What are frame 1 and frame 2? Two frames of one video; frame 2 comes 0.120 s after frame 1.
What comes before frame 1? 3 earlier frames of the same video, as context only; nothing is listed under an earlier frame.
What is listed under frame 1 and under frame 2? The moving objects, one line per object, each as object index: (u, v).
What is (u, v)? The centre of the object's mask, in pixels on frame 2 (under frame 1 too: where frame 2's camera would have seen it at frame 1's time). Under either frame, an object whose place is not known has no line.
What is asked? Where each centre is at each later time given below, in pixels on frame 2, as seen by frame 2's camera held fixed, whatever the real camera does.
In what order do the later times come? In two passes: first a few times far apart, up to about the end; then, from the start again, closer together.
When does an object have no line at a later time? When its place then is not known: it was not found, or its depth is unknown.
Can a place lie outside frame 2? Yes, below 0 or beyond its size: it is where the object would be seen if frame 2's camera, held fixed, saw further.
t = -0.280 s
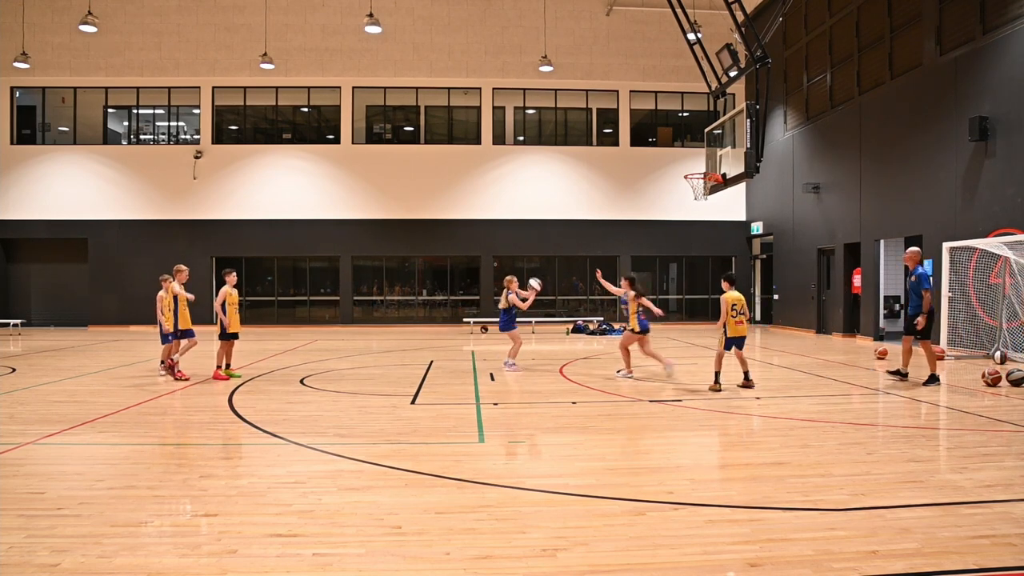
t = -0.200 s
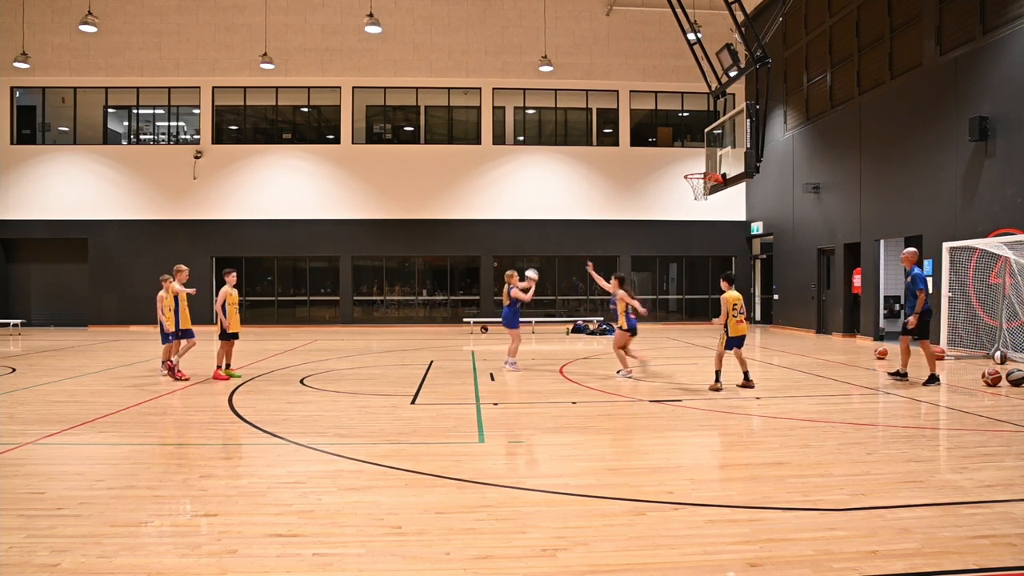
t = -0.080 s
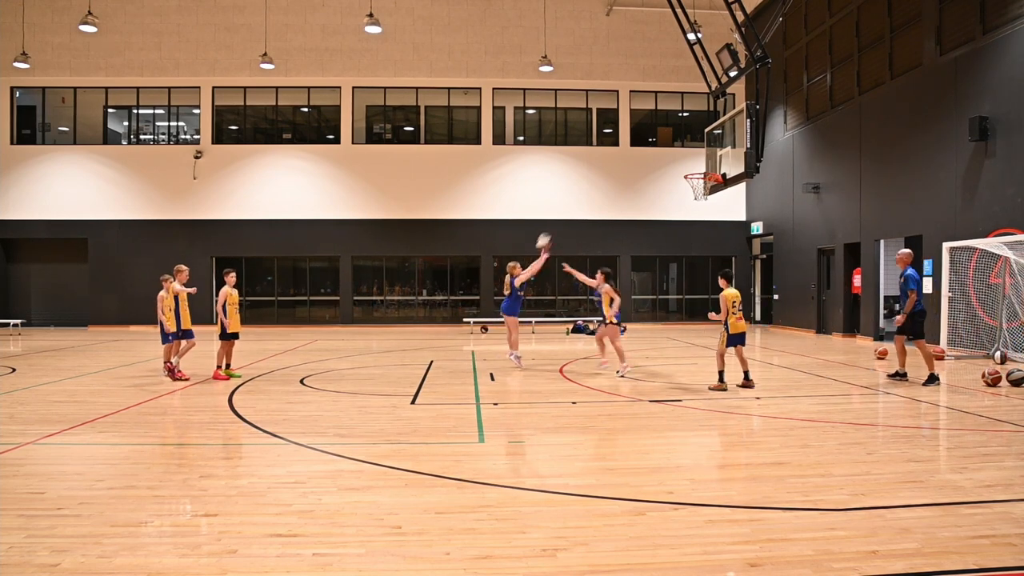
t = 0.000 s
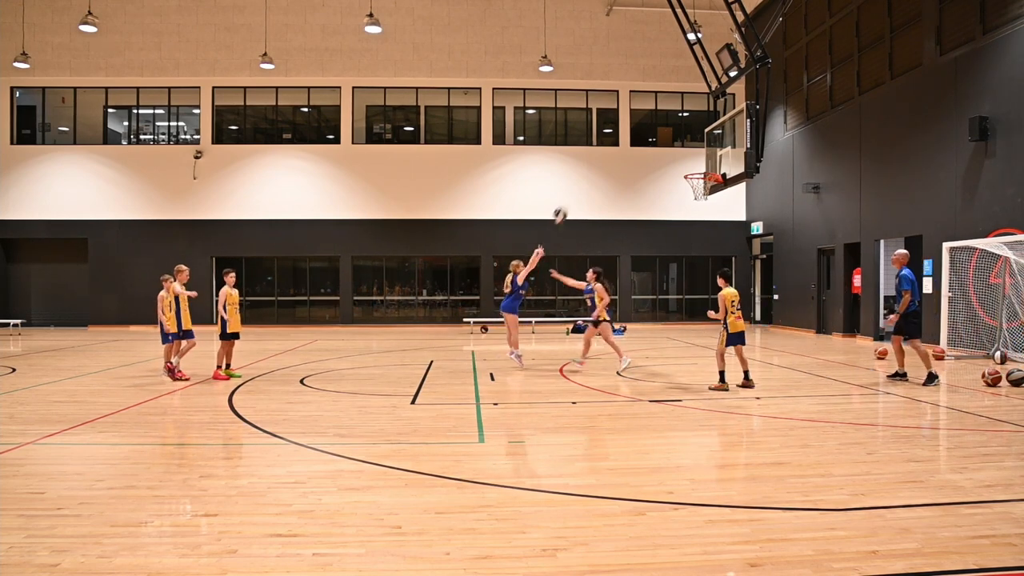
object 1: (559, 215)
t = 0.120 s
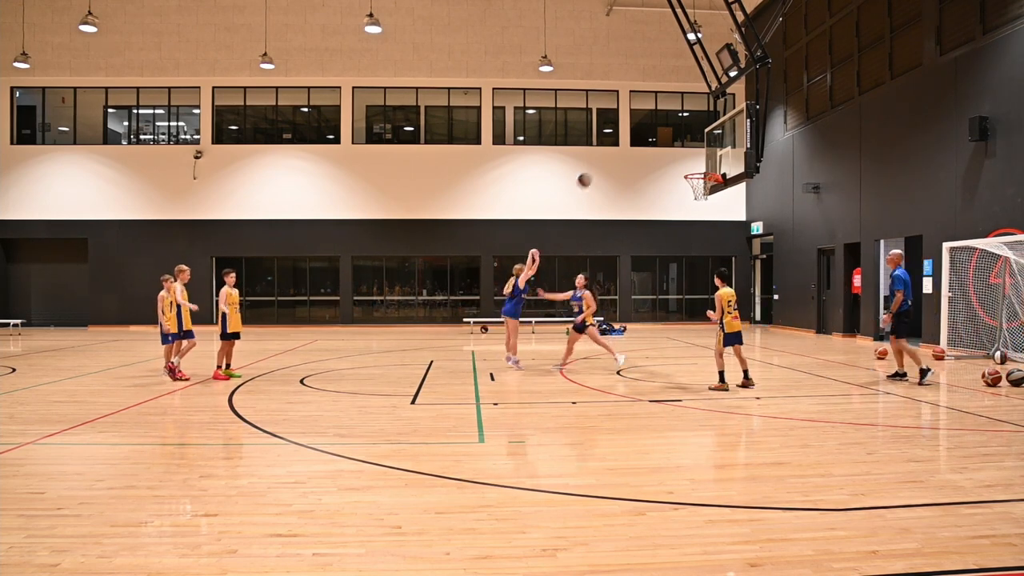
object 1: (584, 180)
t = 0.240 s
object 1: (608, 155)
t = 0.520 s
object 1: (666, 131)
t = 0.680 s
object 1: (699, 137)
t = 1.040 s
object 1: (686, 167)
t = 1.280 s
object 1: (674, 180)
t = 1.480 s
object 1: (664, 215)
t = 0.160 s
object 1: (592, 171)
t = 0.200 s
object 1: (600, 163)
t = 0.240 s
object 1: (608, 155)
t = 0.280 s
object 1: (617, 149)
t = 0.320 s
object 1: (623, 143)
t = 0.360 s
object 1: (633, 139)
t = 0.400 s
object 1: (640, 135)
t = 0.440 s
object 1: (649, 133)
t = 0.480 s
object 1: (657, 132)
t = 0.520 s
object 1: (666, 131)
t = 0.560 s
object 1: (674, 131)
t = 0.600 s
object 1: (683, 132)
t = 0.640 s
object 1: (690, 134)
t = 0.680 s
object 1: (699, 137)
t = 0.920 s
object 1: (698, 168)
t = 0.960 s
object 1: (692, 169)
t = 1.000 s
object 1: (688, 168)
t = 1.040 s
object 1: (686, 167)
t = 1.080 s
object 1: (684, 167)
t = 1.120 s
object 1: (682, 168)
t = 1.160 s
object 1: (680, 169)
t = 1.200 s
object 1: (677, 173)
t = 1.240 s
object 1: (676, 176)
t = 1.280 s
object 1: (674, 180)
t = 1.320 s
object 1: (671, 185)
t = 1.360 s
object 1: (670, 190)
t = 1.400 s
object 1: (667, 198)
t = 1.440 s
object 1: (666, 205)
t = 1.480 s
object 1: (664, 215)
